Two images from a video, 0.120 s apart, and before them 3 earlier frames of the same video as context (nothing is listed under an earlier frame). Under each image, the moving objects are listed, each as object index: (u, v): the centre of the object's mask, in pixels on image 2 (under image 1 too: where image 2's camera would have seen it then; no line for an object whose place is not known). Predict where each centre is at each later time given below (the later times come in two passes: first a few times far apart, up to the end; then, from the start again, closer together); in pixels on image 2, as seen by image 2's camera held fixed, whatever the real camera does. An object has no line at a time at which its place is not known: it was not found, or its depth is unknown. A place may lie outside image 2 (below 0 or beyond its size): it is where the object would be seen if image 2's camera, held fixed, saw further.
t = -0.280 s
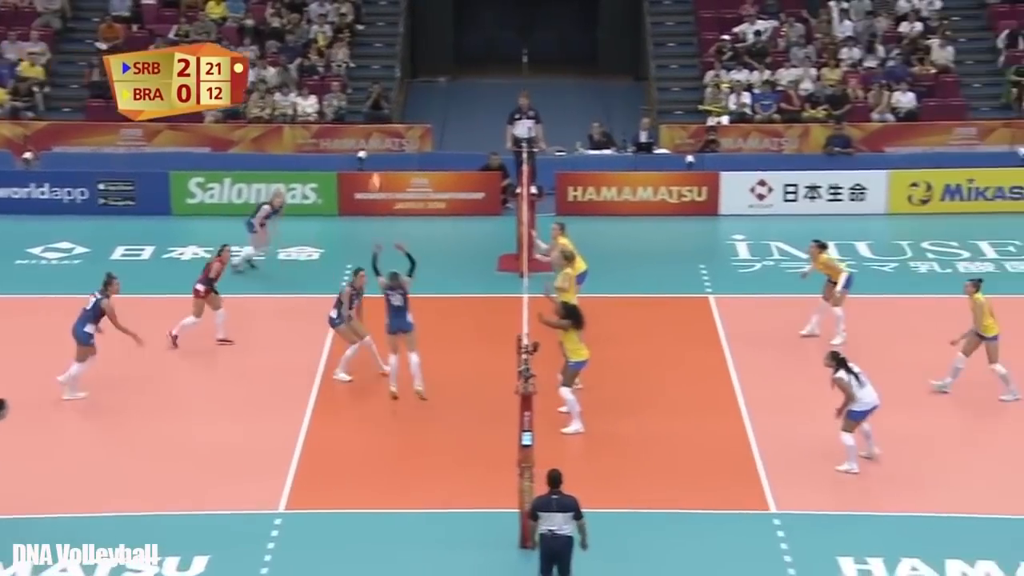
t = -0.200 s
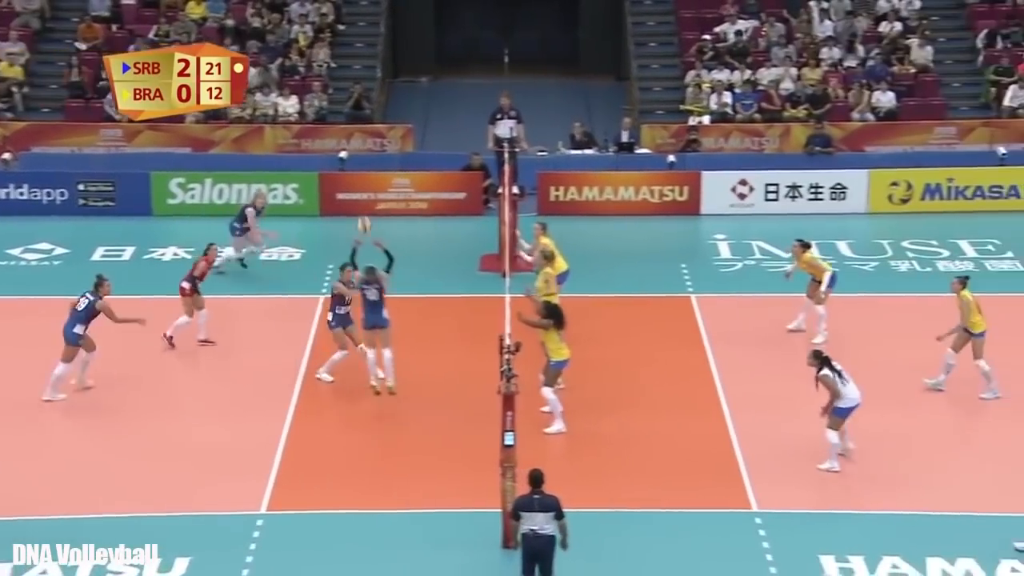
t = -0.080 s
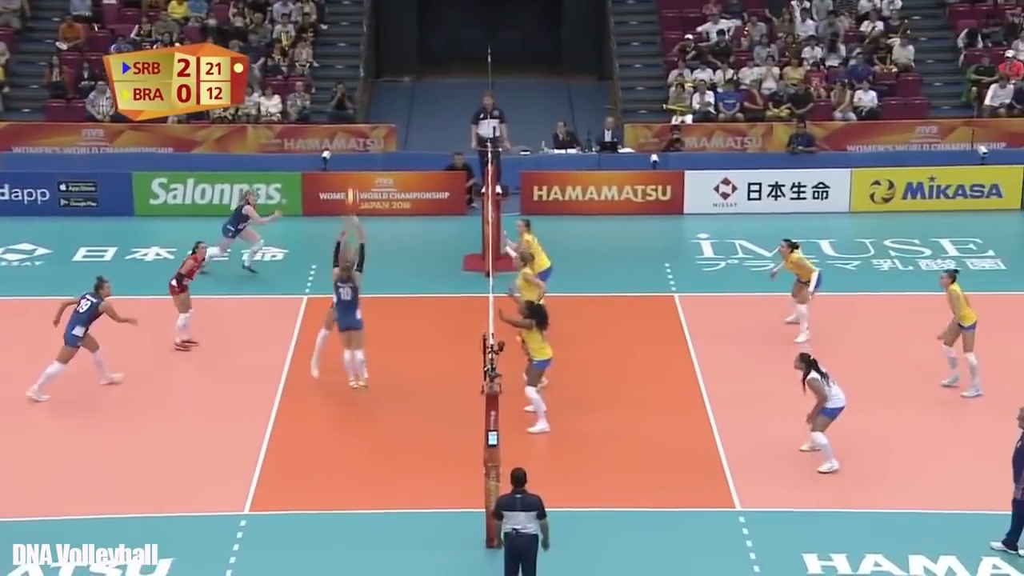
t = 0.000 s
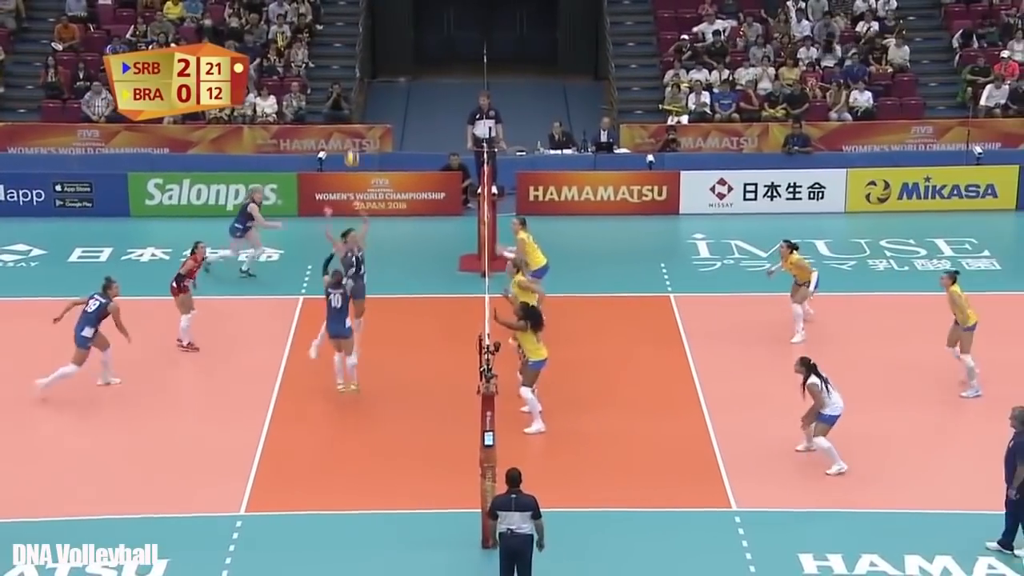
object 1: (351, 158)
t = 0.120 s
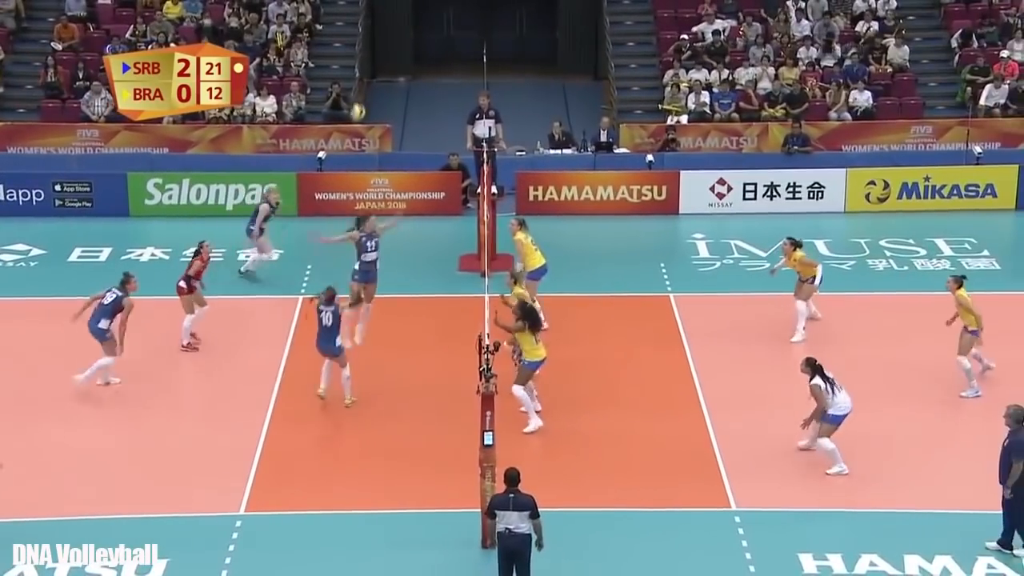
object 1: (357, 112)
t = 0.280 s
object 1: (365, 70)
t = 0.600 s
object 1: (383, 41)
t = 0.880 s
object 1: (398, 72)
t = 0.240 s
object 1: (364, 78)
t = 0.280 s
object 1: (365, 70)
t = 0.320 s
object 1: (369, 62)
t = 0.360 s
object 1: (371, 55)
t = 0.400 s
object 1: (373, 50)
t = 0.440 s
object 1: (375, 46)
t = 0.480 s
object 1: (377, 43)
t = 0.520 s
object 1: (379, 41)
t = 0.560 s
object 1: (381, 41)
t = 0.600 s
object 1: (383, 41)
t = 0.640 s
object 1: (386, 42)
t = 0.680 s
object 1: (387, 45)
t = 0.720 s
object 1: (390, 48)
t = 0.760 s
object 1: (392, 53)
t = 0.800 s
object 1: (394, 59)
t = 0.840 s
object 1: (396, 65)
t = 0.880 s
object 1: (398, 72)
